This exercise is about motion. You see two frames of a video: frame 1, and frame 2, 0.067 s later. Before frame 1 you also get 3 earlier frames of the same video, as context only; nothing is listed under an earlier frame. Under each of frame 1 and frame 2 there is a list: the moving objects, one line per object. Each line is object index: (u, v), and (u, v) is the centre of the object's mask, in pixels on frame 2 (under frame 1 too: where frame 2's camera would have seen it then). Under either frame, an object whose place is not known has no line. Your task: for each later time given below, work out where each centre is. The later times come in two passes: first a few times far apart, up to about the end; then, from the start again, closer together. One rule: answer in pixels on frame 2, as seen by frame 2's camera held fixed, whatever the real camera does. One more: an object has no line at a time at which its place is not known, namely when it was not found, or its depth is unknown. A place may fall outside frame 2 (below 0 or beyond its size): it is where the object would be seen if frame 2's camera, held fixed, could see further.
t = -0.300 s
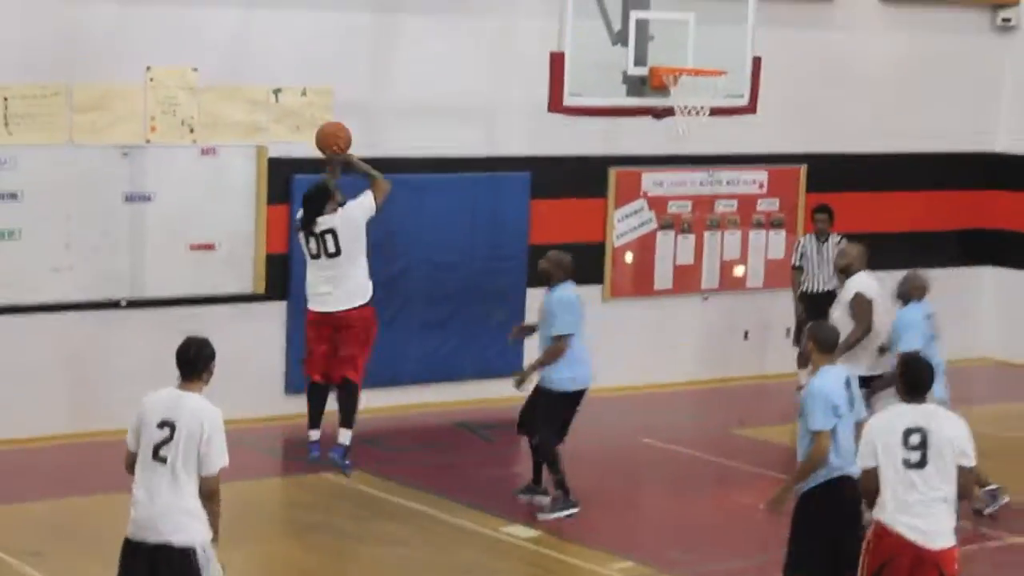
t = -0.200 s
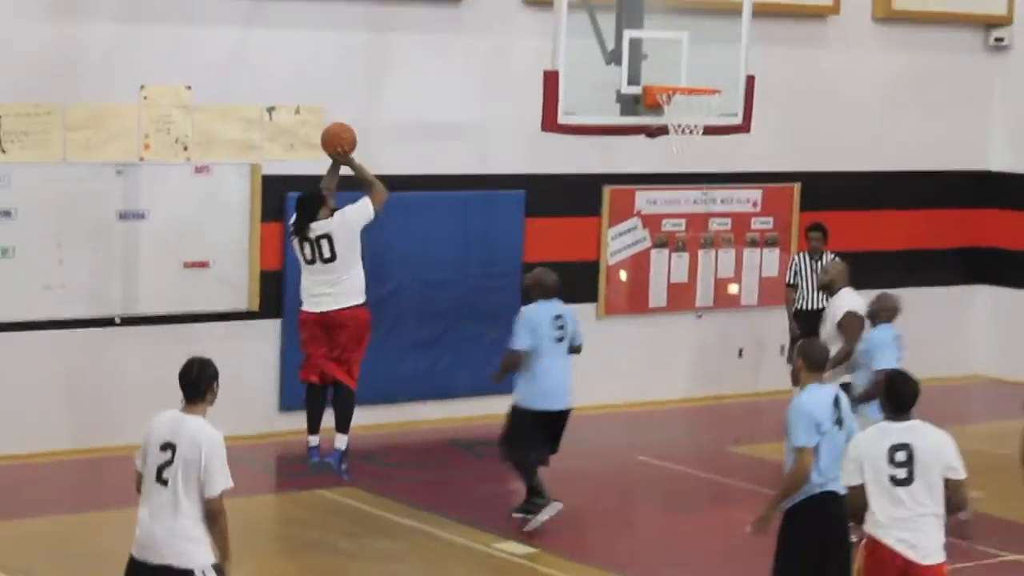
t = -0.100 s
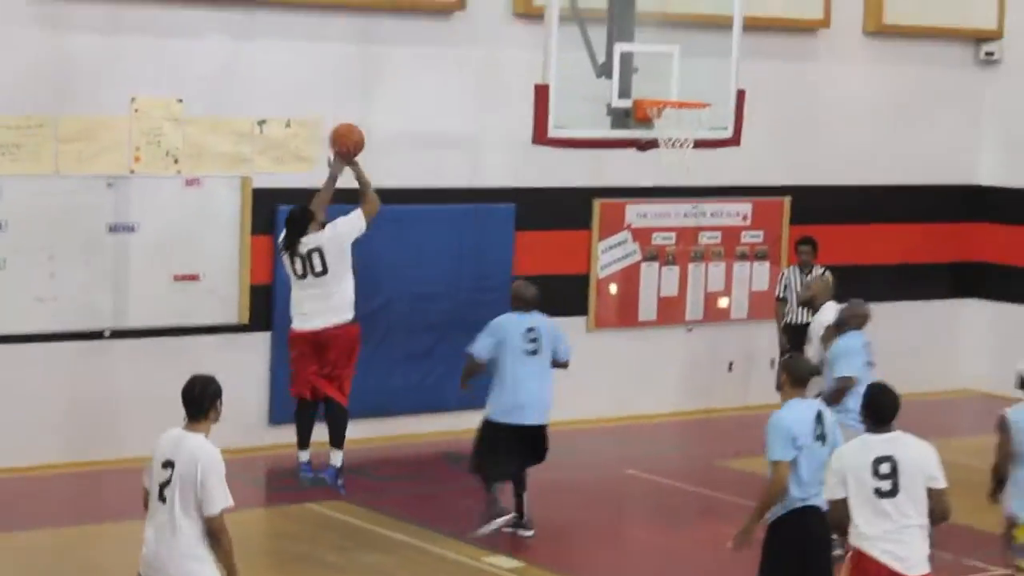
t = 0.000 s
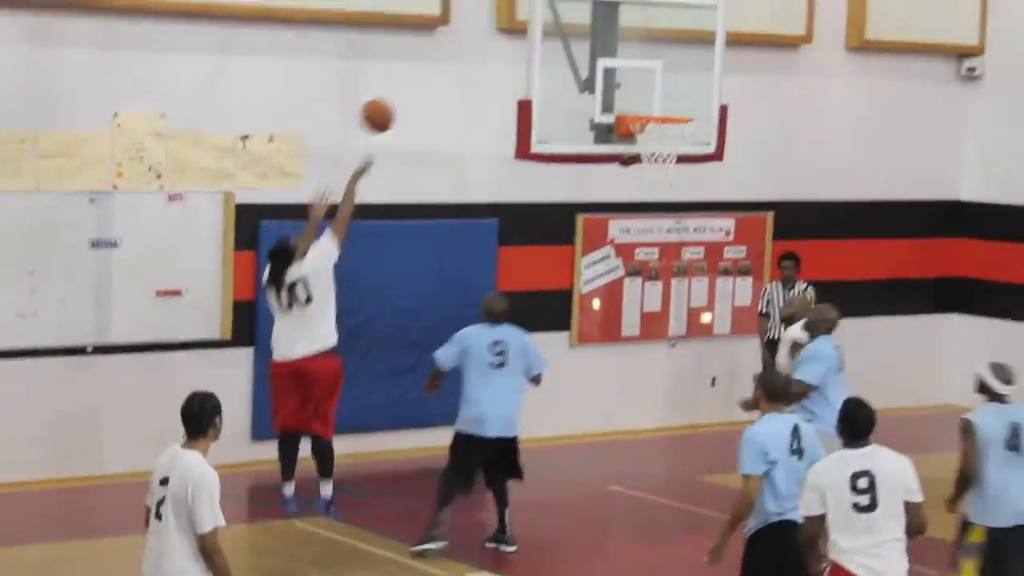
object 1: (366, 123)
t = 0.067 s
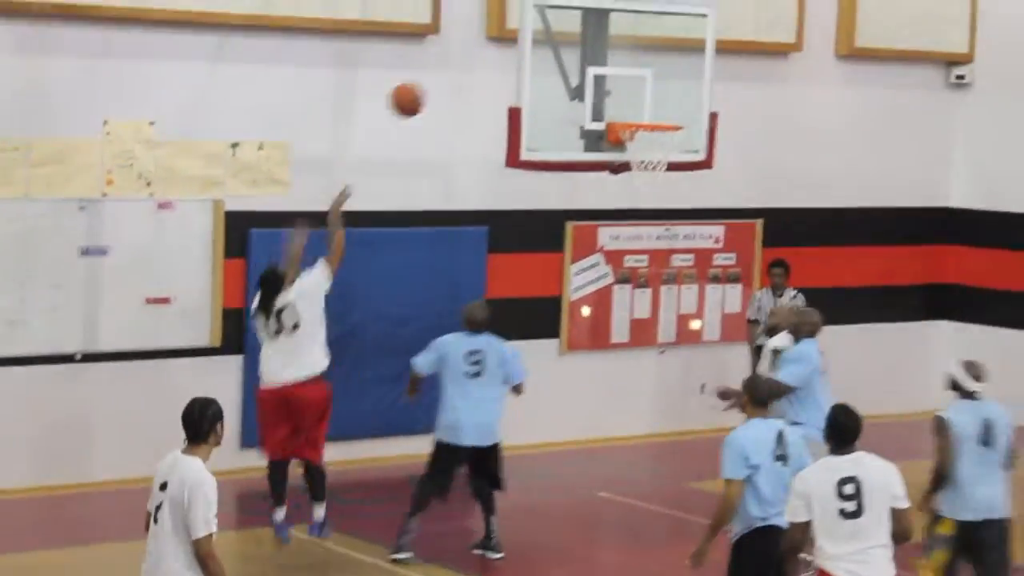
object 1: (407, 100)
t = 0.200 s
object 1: (482, 74)
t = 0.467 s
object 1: (621, 94)
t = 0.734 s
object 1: (626, 156)
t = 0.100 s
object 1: (426, 91)
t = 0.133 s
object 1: (444, 83)
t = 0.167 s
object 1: (463, 78)
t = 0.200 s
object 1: (482, 74)
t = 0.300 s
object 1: (536, 71)
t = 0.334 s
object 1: (554, 73)
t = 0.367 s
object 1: (570, 76)
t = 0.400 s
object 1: (587, 81)
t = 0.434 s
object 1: (605, 88)
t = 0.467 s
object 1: (621, 94)
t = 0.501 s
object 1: (637, 104)
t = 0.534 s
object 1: (654, 113)
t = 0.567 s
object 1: (666, 125)
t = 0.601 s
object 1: (654, 131)
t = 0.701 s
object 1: (627, 150)
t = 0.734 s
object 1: (626, 156)
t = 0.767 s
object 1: (624, 168)
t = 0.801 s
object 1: (627, 182)
